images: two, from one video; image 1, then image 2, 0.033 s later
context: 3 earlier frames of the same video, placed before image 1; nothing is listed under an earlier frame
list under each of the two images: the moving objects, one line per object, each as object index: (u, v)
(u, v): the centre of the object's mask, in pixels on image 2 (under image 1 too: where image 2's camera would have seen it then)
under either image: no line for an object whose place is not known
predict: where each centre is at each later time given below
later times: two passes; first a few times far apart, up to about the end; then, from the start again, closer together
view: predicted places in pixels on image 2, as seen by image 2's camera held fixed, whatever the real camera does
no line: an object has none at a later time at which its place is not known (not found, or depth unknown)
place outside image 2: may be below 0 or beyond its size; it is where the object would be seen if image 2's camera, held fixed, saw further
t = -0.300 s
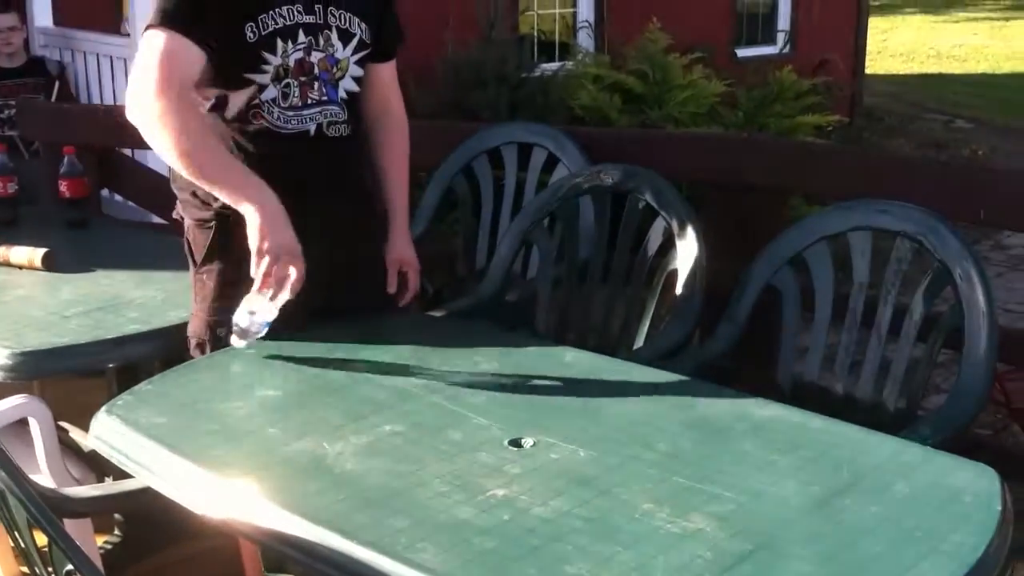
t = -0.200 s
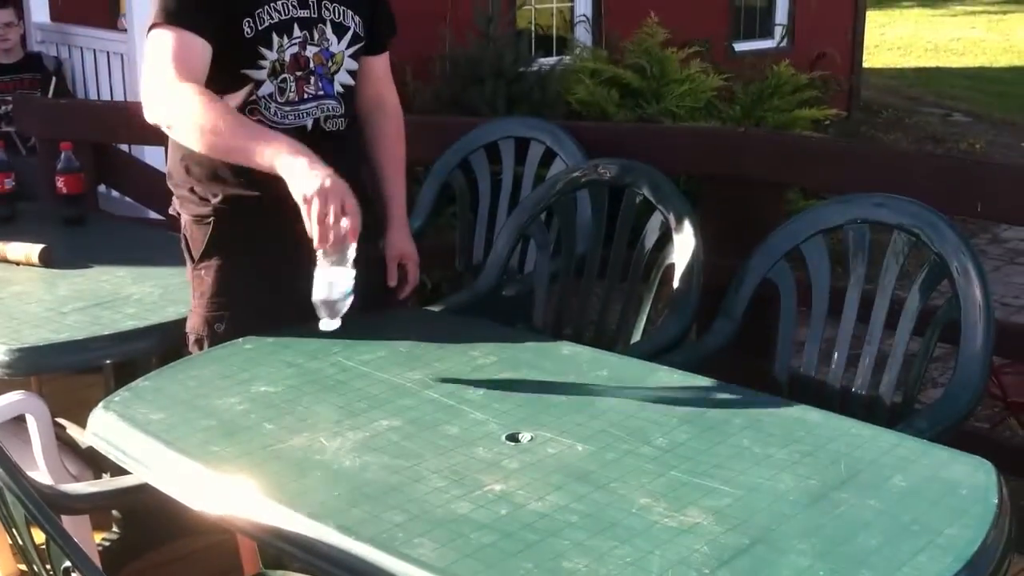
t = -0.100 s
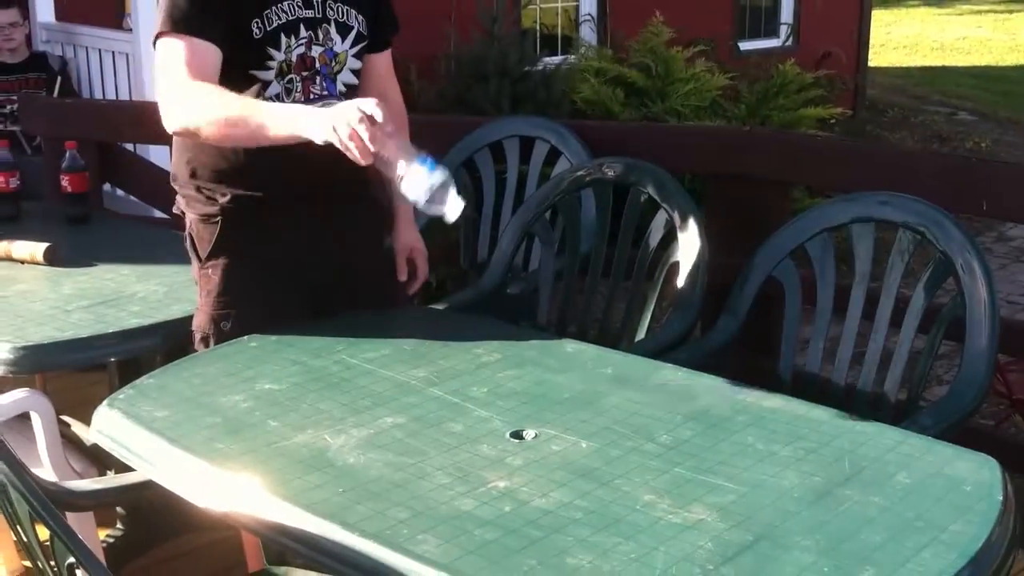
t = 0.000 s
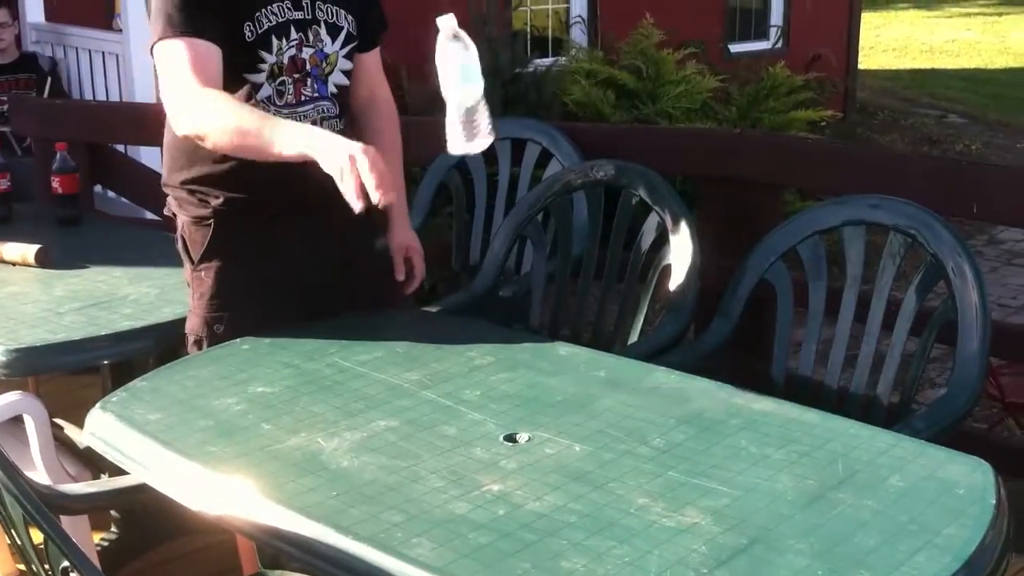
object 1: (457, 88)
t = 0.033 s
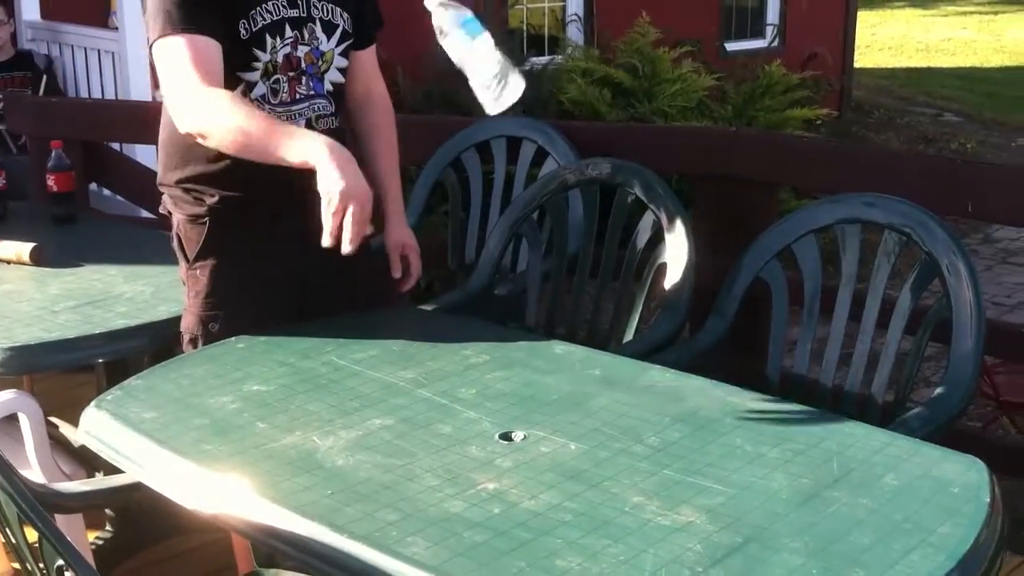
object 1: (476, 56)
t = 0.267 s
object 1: (553, 61)
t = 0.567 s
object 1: (625, 437)
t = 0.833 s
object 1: (650, 451)
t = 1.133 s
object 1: (653, 461)
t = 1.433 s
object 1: (655, 469)
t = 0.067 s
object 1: (495, 33)
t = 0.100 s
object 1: (507, 19)
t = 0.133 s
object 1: (506, 15)
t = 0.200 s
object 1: (521, 29)
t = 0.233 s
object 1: (536, 43)
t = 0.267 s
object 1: (553, 61)
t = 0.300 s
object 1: (562, 93)
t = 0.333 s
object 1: (573, 130)
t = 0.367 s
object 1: (582, 174)
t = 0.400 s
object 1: (592, 224)
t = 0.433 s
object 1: (603, 279)
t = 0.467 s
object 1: (614, 338)
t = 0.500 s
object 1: (622, 399)
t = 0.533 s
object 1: (624, 439)
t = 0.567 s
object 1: (625, 437)
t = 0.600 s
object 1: (633, 431)
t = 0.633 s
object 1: (639, 432)
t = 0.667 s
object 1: (644, 437)
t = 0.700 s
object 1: (647, 445)
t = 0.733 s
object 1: (649, 448)
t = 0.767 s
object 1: (649, 450)
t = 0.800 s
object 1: (650, 451)
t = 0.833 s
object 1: (650, 451)
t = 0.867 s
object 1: (650, 452)
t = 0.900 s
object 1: (651, 453)
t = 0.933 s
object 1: (651, 455)
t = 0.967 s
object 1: (651, 455)
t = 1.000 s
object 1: (652, 457)
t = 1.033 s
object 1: (652, 458)
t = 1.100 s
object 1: (653, 460)
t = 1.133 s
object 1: (653, 461)
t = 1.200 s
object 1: (653, 464)
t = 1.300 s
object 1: (654, 466)
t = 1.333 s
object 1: (654, 467)
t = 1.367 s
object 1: (654, 468)
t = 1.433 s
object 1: (655, 469)
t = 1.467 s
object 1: (655, 470)
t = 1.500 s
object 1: (655, 470)
